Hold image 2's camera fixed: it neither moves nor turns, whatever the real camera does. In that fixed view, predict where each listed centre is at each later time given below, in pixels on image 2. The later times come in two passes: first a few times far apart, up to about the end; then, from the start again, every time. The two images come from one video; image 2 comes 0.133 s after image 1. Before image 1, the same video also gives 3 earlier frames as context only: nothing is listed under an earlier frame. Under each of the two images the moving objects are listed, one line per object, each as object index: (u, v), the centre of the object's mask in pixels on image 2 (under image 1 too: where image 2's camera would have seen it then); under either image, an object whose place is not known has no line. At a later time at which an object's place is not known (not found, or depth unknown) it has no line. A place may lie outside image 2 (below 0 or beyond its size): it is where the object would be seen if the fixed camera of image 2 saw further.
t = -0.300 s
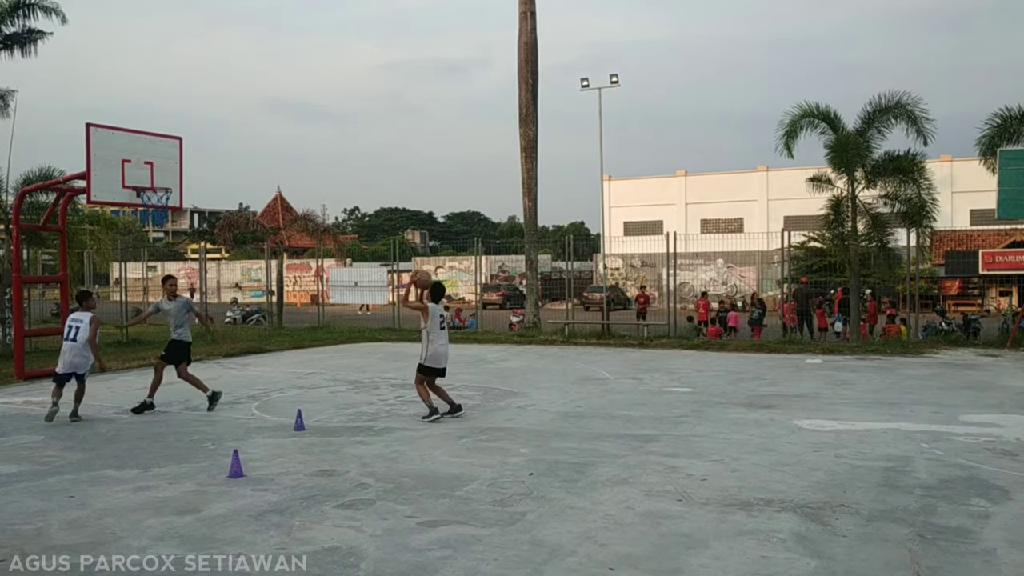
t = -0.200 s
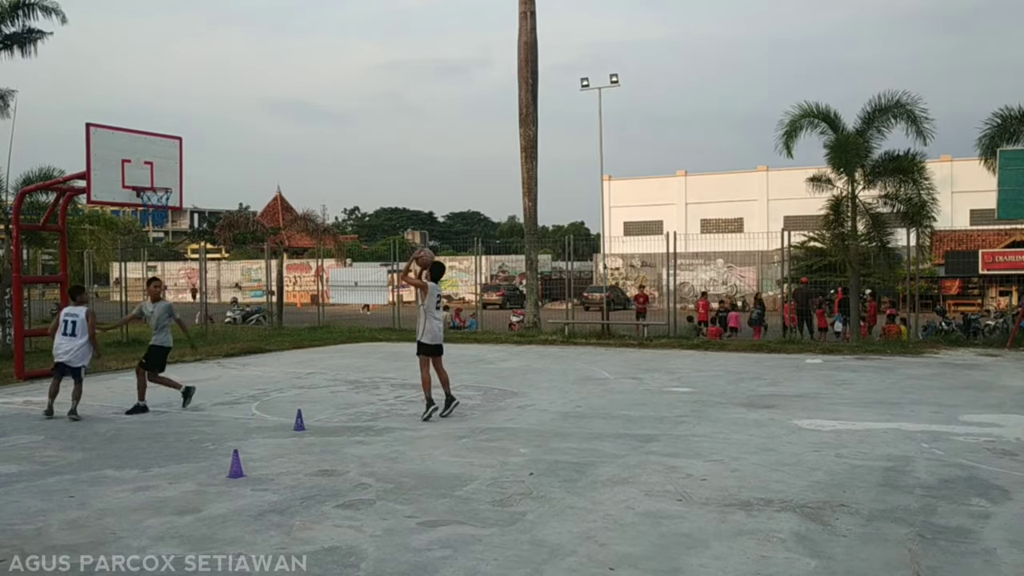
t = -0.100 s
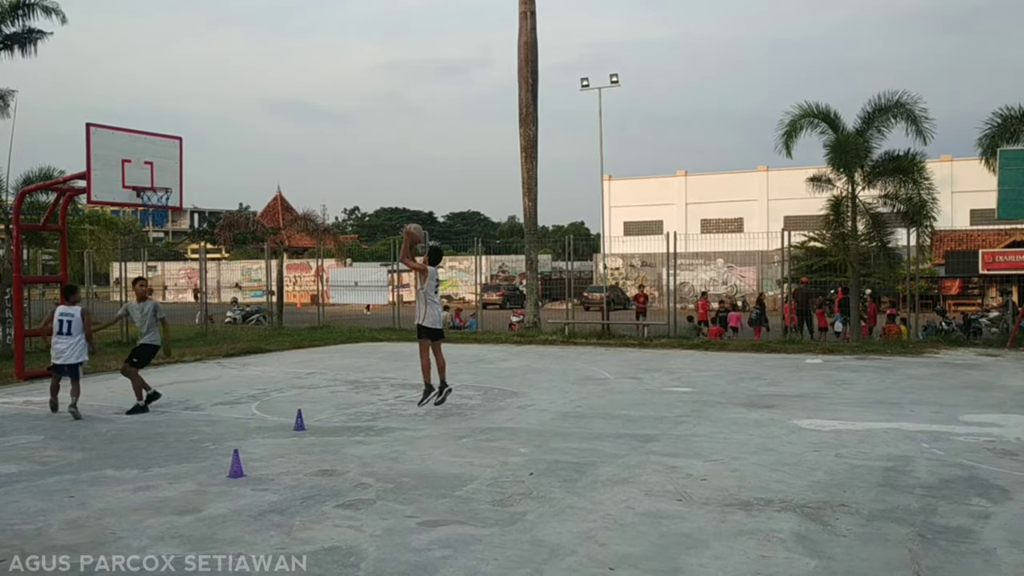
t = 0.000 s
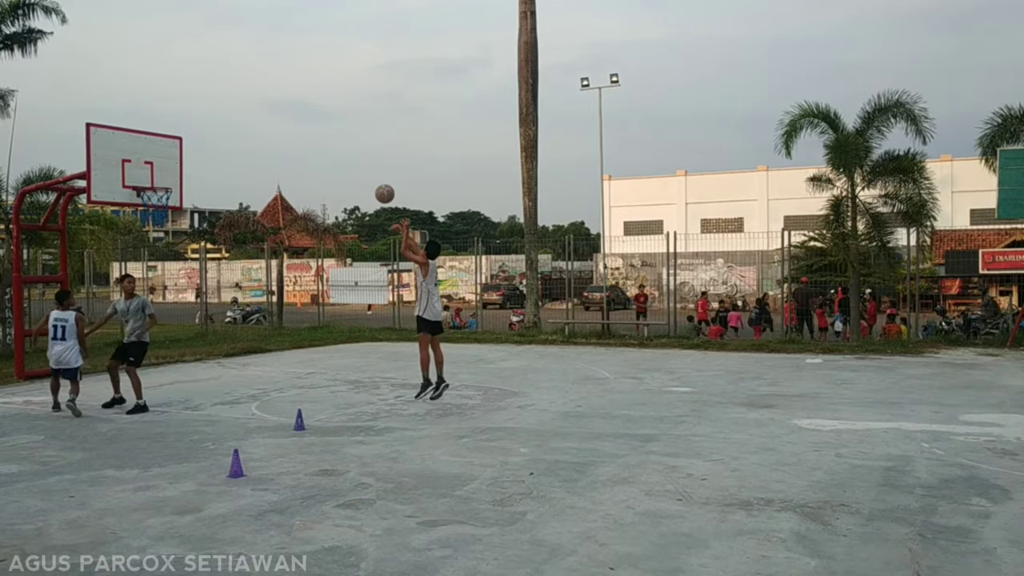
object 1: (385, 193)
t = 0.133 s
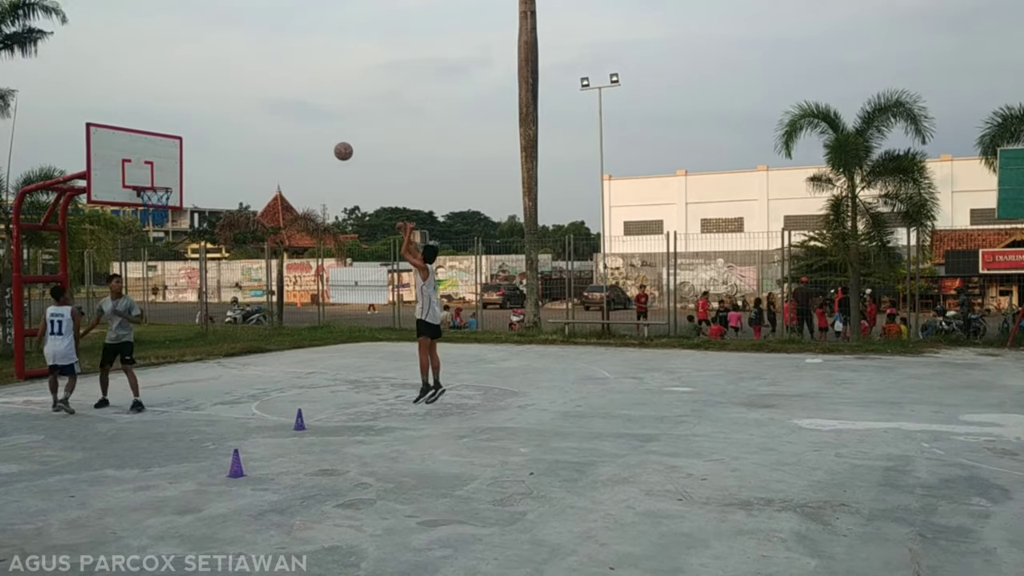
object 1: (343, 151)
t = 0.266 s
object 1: (305, 125)
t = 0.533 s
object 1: (238, 115)
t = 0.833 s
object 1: (172, 161)
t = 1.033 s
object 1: (140, 210)
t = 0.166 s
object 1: (333, 143)
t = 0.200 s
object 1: (324, 136)
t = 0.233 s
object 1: (314, 130)
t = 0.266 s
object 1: (305, 125)
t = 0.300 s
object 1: (296, 121)
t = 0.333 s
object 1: (288, 117)
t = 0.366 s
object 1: (279, 115)
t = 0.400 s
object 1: (270, 113)
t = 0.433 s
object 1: (262, 113)
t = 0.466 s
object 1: (254, 113)
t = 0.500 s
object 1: (246, 114)
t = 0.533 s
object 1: (238, 115)
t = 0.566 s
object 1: (230, 118)
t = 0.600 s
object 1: (222, 121)
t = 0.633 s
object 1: (215, 124)
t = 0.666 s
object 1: (207, 129)
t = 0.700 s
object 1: (200, 134)
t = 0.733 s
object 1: (193, 140)
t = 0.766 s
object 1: (186, 146)
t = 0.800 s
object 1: (179, 153)
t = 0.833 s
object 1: (172, 161)
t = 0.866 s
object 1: (166, 169)
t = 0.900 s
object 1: (160, 178)
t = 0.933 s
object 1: (153, 187)
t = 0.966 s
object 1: (149, 194)
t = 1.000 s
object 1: (144, 202)
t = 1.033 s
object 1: (140, 210)
